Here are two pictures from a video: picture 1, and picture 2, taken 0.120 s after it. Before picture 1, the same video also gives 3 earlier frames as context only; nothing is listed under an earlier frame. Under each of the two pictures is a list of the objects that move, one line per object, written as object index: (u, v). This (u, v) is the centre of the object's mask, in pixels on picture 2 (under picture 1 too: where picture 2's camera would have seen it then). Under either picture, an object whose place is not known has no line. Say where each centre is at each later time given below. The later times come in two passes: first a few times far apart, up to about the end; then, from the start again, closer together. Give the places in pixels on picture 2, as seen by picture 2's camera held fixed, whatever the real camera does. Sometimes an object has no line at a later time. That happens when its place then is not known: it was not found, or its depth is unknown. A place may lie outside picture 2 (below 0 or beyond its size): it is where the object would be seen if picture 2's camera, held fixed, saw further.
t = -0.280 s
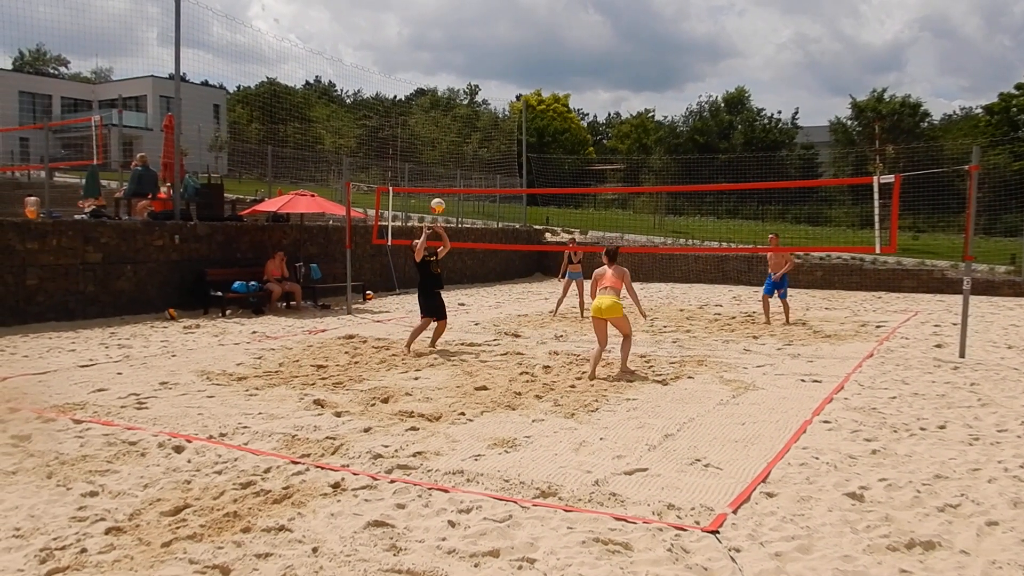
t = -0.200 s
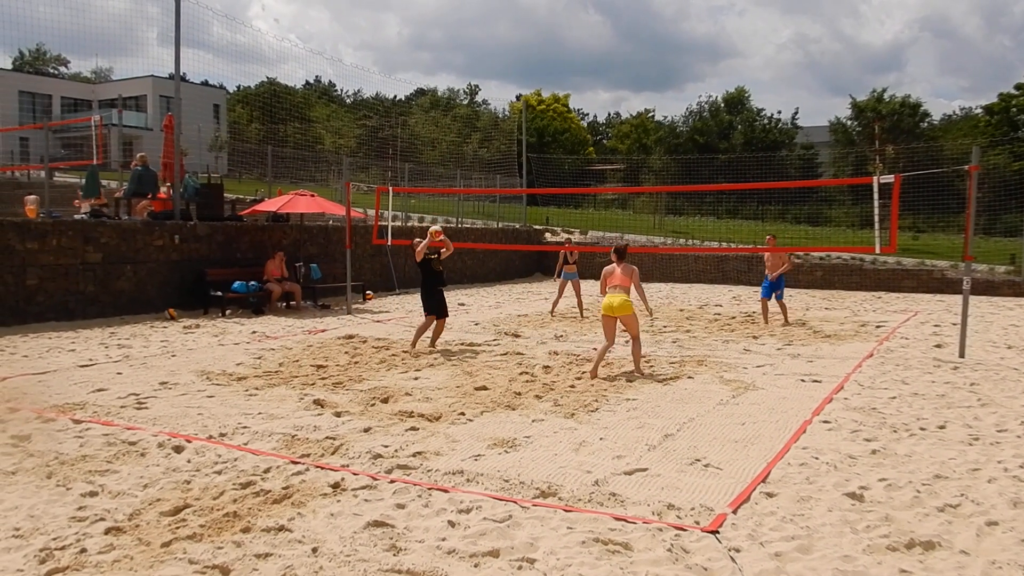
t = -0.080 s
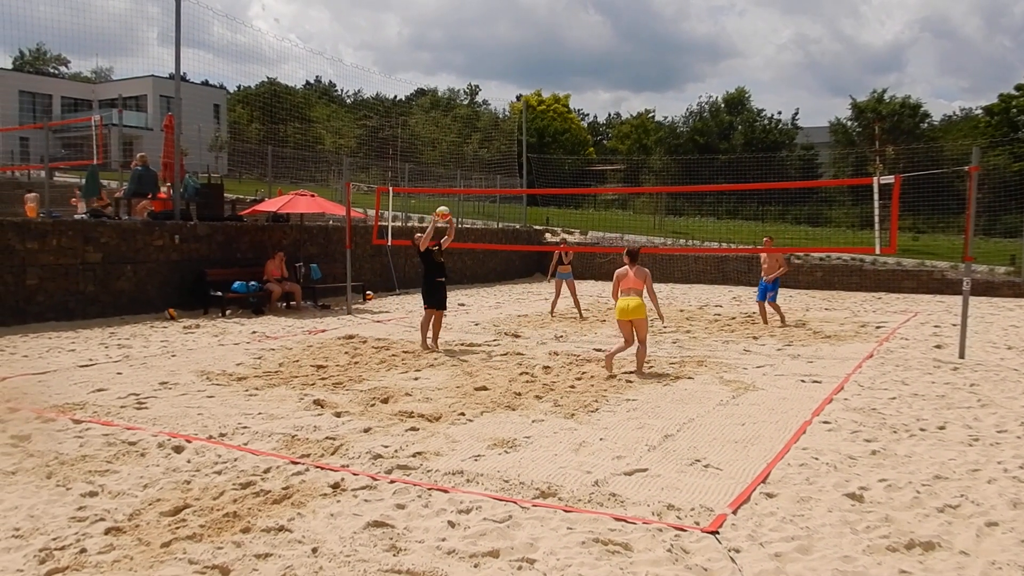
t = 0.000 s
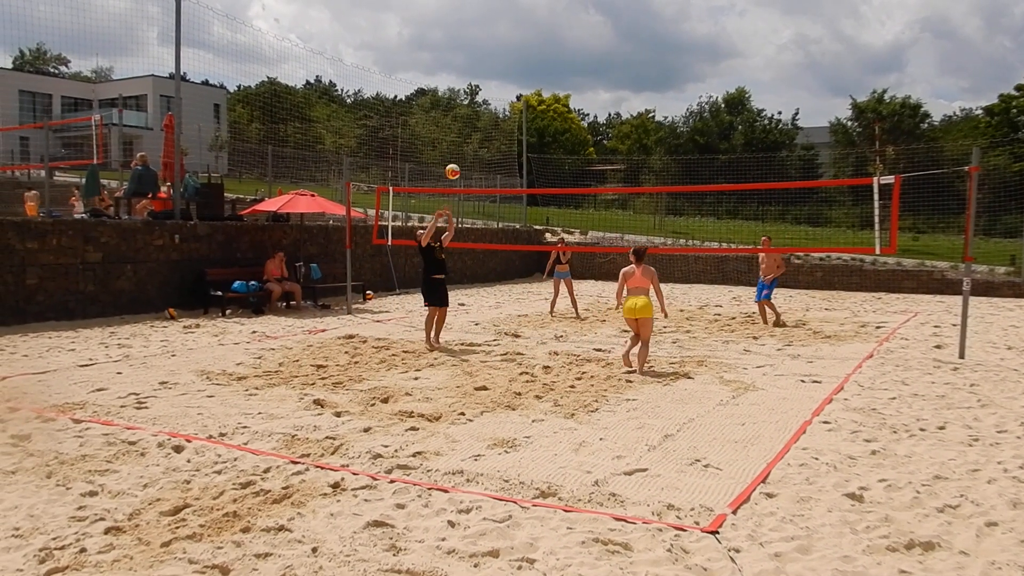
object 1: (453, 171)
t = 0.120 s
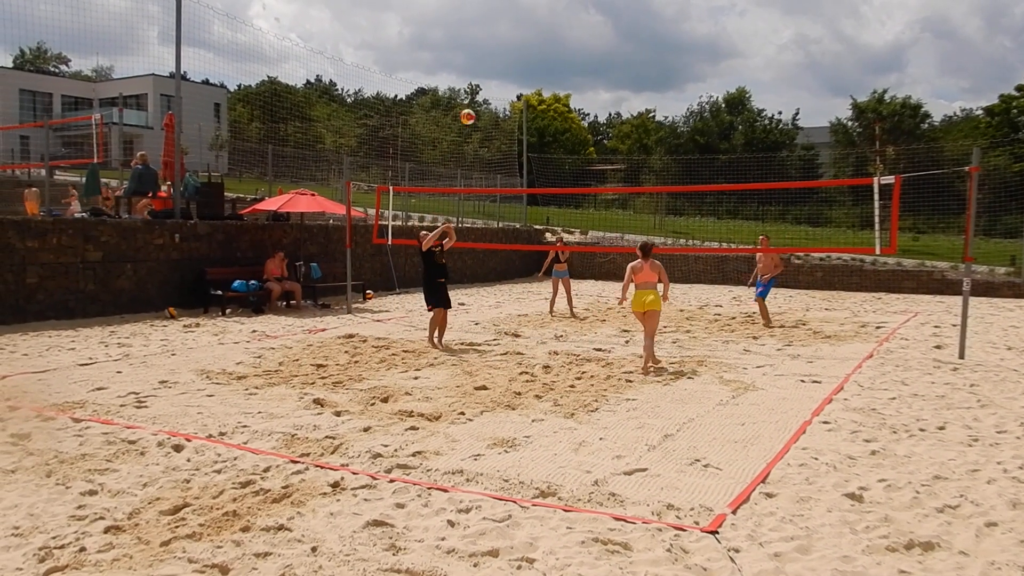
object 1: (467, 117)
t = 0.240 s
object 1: (483, 73)
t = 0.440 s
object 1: (509, 23)
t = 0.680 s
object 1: (539, 5)
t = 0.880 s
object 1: (564, 12)
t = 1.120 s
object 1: (592, 64)
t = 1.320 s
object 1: (615, 136)
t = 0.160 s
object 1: (472, 101)
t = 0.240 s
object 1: (483, 73)
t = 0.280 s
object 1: (488, 61)
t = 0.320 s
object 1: (493, 50)
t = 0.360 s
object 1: (498, 40)
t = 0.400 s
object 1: (504, 31)
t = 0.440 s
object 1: (509, 23)
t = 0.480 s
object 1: (514, 16)
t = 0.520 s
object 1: (519, 11)
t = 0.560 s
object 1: (524, 8)
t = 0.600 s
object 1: (529, 6)
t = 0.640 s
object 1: (534, 5)
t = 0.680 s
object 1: (539, 5)
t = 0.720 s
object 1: (544, 5)
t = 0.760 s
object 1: (549, 5)
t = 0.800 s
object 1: (554, 6)
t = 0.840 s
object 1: (559, 8)
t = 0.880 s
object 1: (564, 12)
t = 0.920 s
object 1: (568, 18)
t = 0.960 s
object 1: (573, 25)
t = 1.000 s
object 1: (578, 33)
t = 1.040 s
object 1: (583, 42)
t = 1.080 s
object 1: (587, 53)
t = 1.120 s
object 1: (592, 64)
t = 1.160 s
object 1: (597, 76)
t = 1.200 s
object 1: (601, 90)
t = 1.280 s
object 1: (610, 120)
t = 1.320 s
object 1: (615, 136)
